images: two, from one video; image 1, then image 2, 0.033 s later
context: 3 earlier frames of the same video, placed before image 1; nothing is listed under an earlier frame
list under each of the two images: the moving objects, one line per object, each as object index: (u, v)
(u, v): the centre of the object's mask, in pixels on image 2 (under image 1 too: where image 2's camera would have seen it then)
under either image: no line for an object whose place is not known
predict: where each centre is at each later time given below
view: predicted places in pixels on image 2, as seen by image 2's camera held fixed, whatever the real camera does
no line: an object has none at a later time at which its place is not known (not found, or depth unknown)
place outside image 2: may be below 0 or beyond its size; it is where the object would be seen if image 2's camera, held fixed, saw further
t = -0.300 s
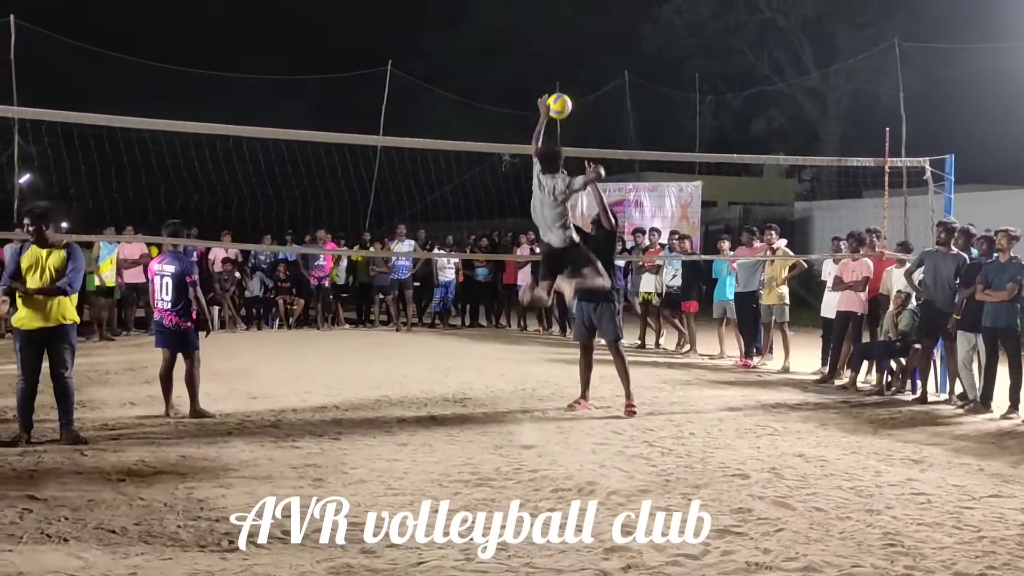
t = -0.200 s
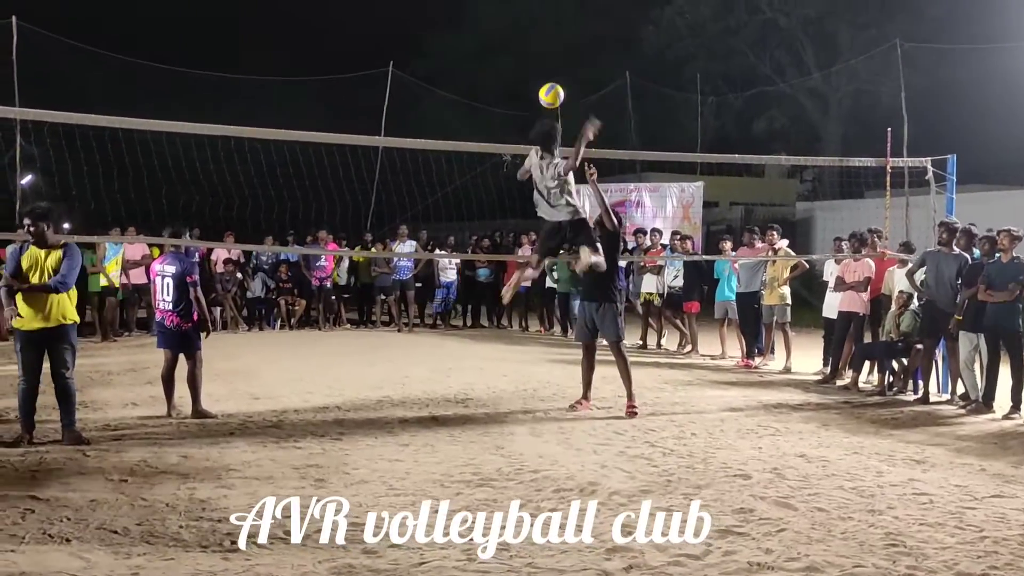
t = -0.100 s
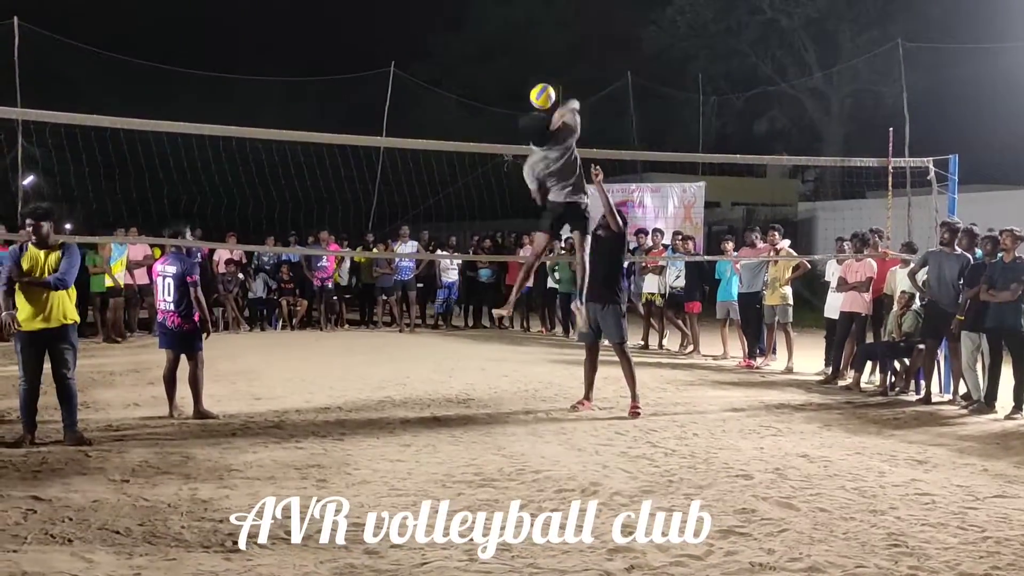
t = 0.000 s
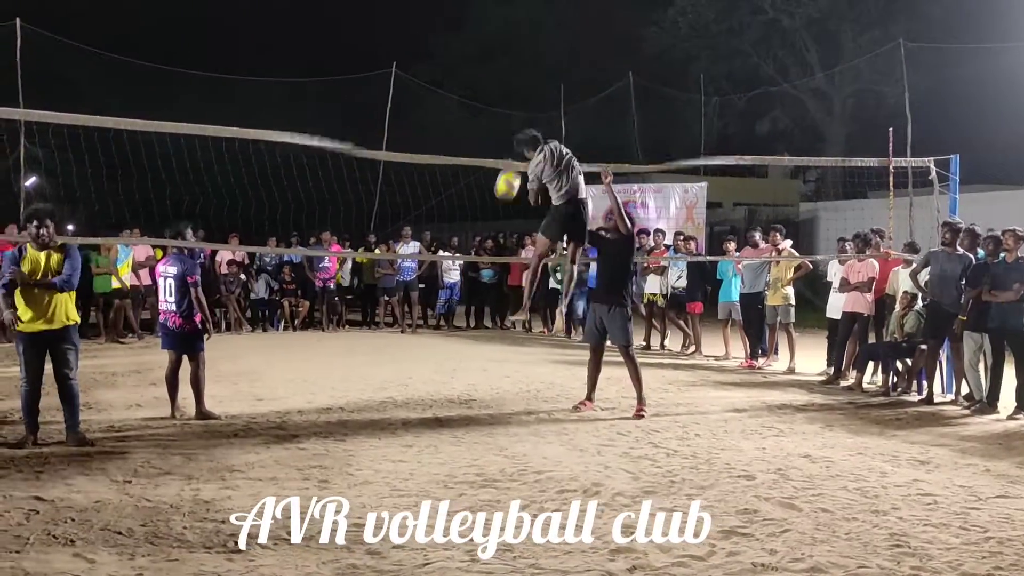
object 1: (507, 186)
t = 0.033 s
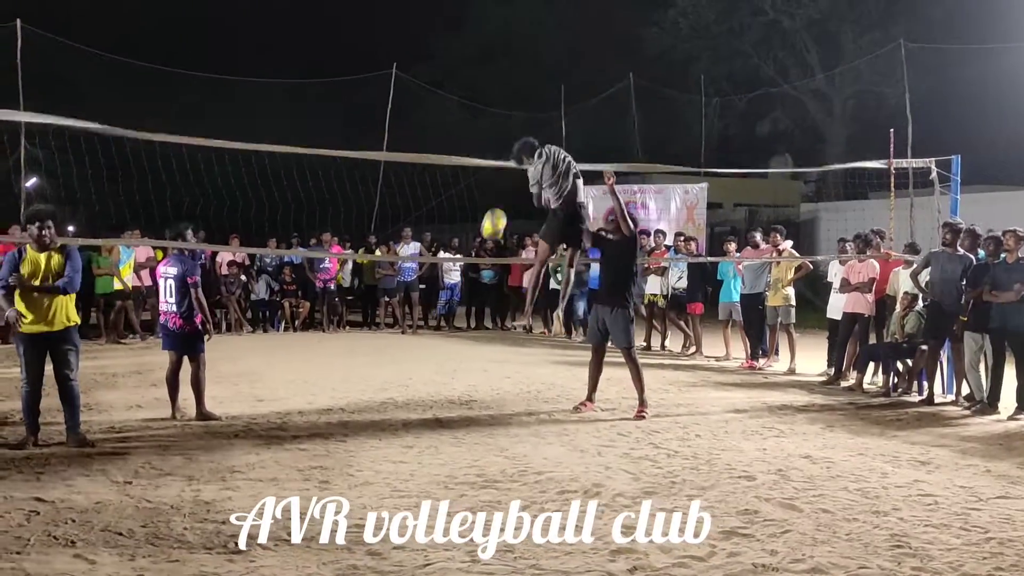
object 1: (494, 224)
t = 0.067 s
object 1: (481, 263)
